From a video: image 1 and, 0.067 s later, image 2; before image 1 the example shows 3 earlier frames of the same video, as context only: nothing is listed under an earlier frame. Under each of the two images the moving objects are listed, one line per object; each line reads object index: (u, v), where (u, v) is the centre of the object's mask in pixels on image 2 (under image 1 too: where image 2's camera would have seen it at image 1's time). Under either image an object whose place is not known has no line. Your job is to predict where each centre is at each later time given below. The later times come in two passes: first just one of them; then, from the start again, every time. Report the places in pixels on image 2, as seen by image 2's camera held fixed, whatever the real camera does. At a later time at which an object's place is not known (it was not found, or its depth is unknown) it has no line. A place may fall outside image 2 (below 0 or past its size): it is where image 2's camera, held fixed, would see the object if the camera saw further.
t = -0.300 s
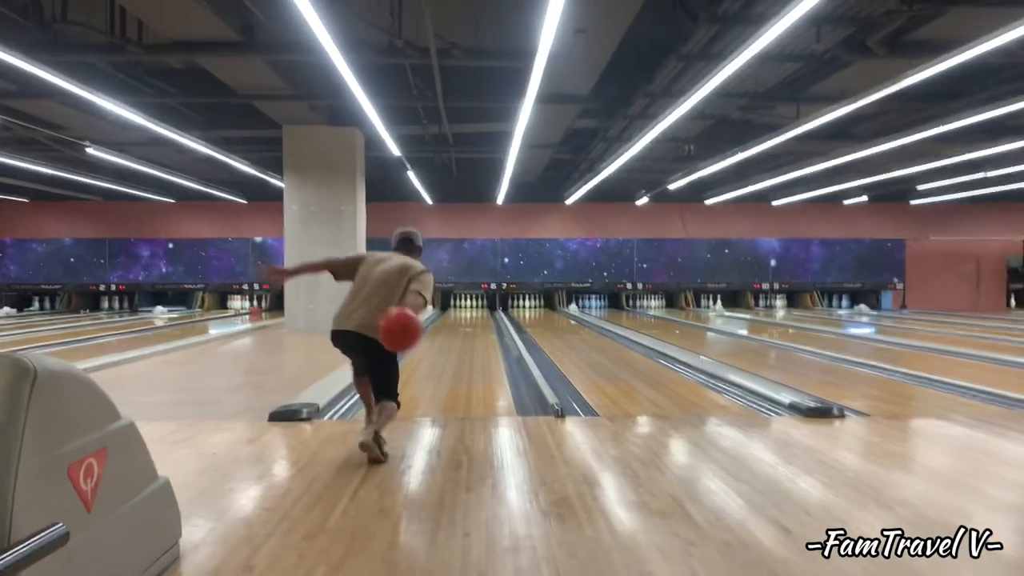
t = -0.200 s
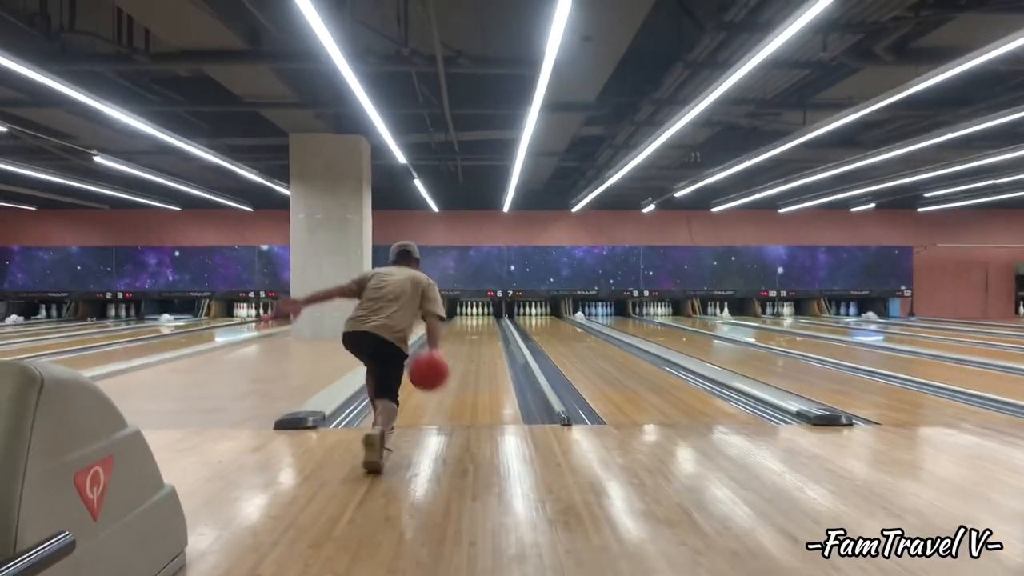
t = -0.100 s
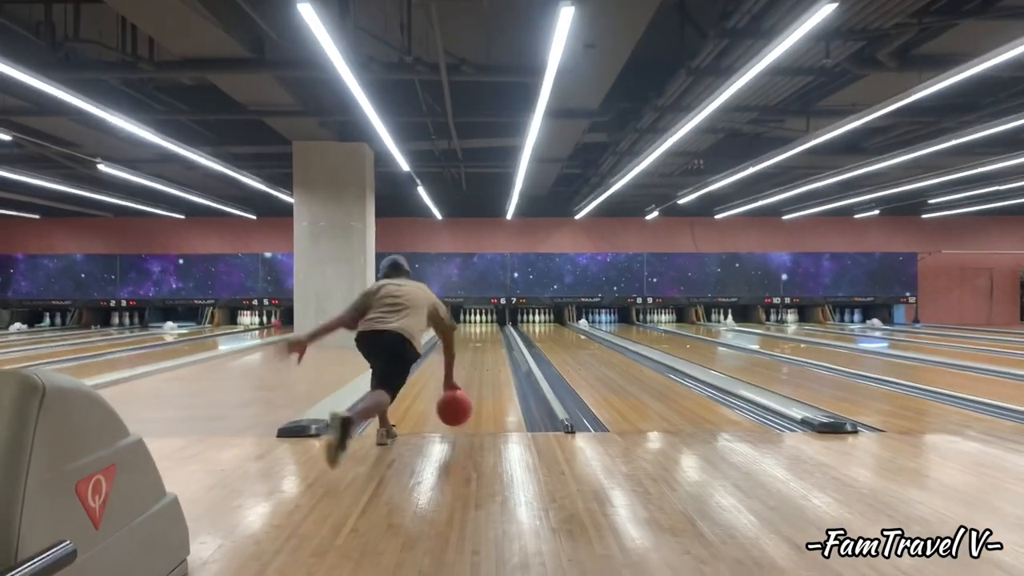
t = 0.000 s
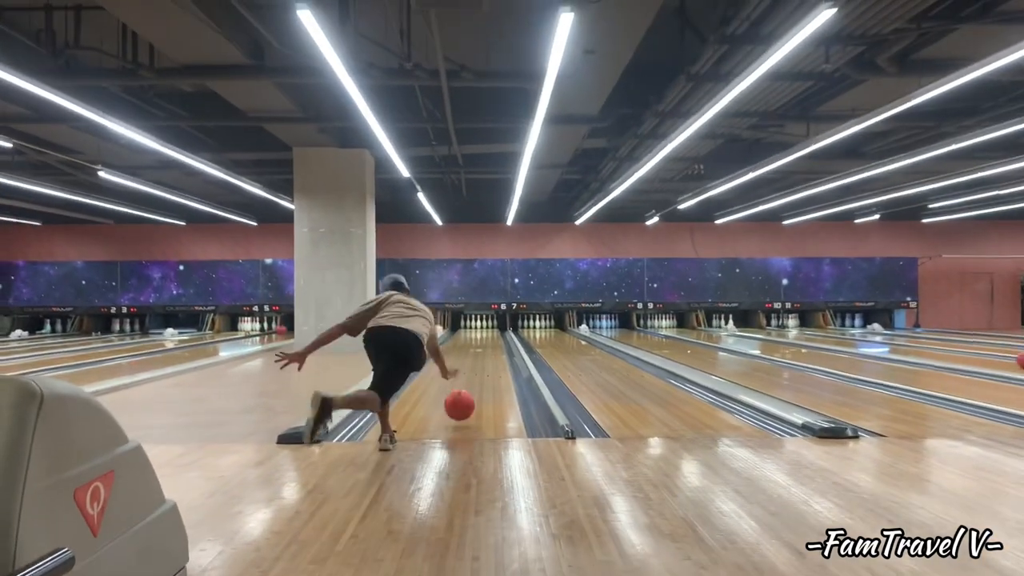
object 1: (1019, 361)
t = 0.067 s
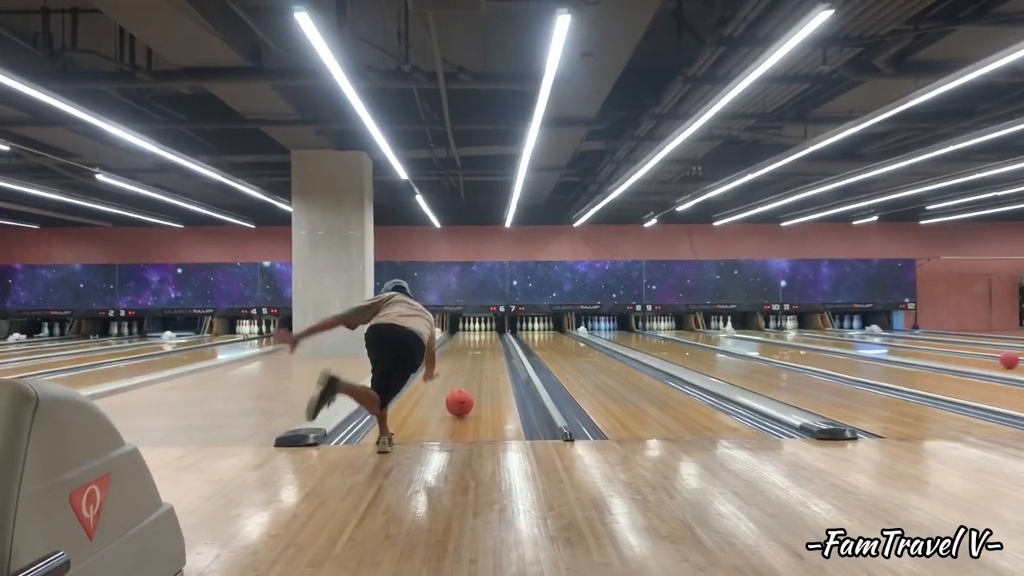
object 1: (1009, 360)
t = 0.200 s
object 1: (980, 355)
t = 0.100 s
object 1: (1002, 359)
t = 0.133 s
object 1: (994, 357)
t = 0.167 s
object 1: (987, 356)
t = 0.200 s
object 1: (980, 355)
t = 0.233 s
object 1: (973, 354)
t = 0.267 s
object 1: (967, 354)
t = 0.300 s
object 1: (960, 352)
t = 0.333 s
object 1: (953, 351)
